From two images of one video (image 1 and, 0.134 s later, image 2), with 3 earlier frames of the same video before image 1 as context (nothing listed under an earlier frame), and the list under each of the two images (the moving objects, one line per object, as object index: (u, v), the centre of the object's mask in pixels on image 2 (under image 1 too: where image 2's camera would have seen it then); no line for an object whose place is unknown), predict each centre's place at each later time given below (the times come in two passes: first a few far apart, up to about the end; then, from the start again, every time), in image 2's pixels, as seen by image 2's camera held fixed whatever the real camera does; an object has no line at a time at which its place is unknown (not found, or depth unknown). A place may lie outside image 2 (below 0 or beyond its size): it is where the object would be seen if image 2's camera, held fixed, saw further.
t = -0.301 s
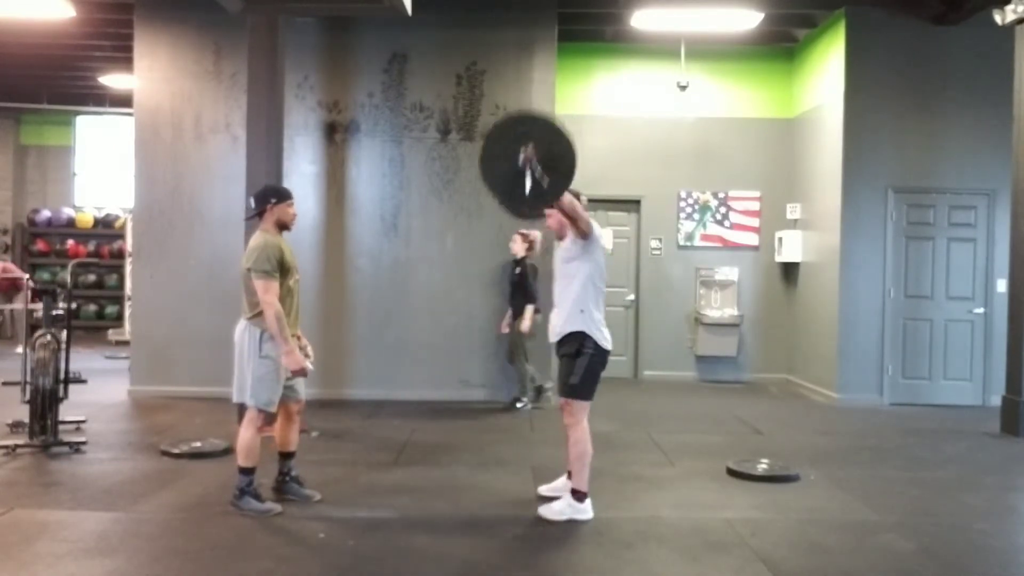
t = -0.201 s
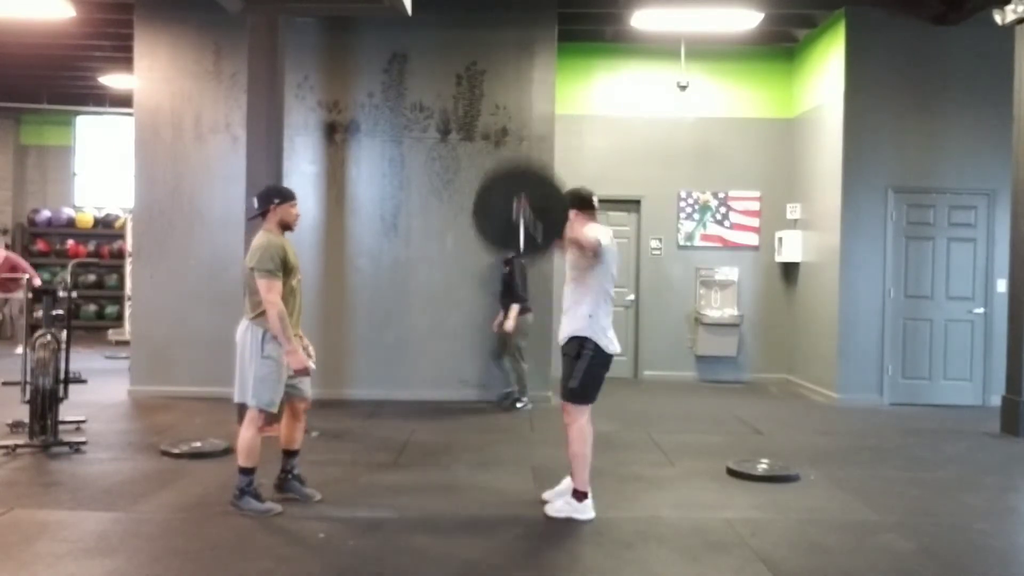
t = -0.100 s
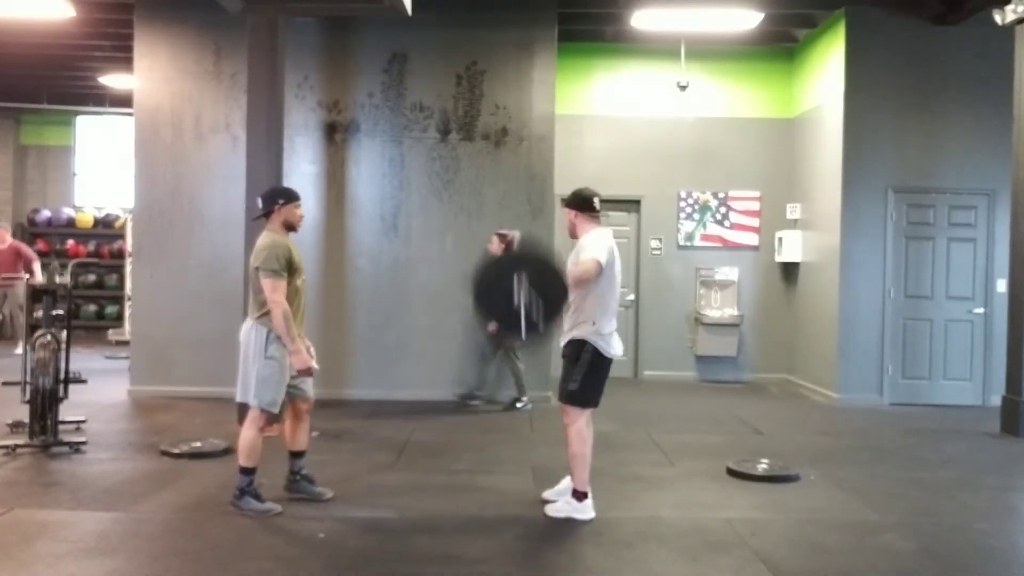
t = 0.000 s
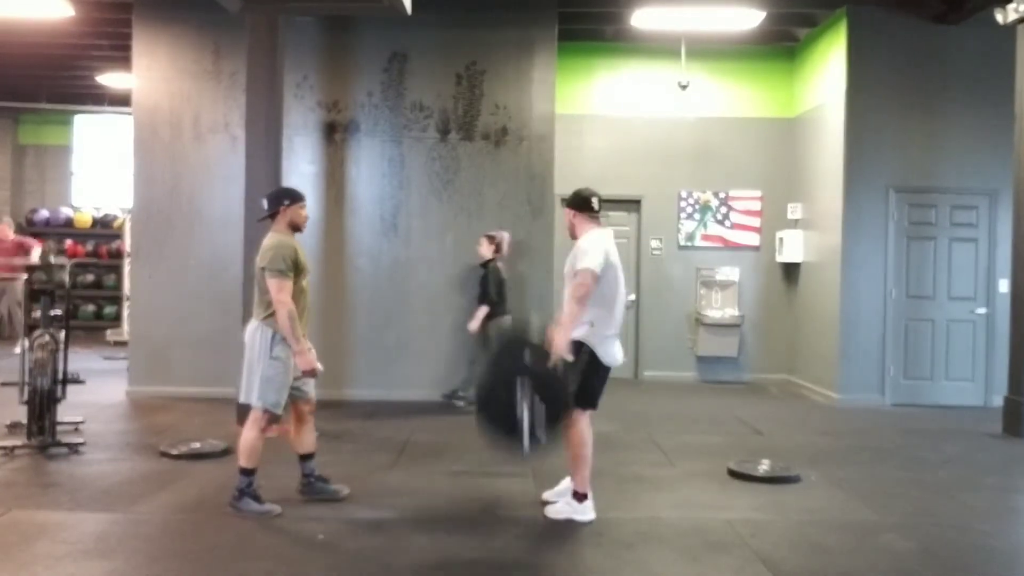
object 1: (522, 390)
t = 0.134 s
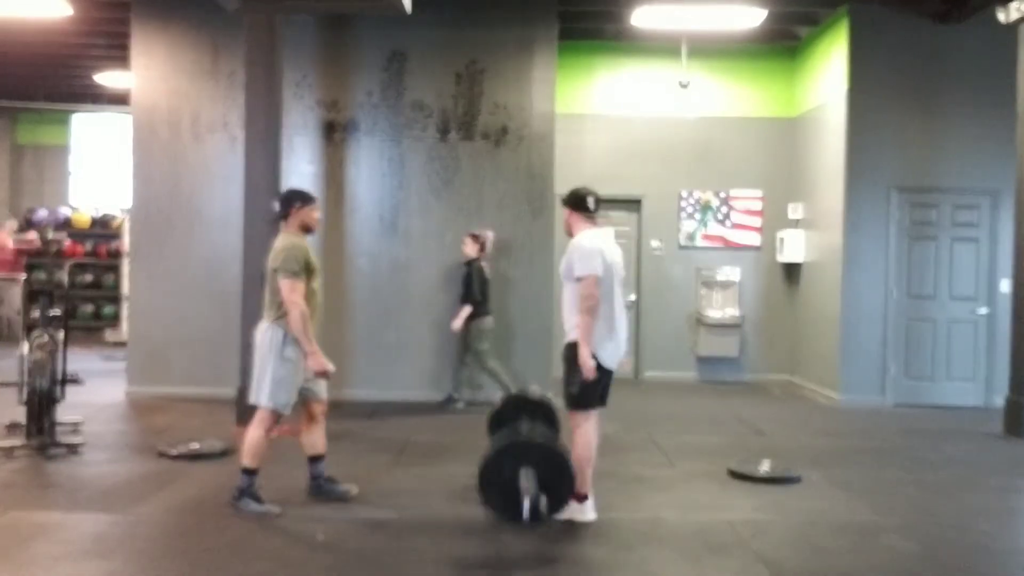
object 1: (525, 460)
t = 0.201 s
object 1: (527, 433)
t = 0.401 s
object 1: (530, 404)
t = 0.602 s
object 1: (531, 449)
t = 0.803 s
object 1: (531, 472)
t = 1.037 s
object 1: (532, 488)
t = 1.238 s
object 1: (532, 491)
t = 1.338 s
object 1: (531, 491)
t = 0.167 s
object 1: (526, 445)
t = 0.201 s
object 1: (527, 433)
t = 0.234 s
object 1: (527, 424)
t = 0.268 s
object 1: (528, 415)
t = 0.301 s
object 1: (529, 410)
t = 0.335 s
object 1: (529, 406)
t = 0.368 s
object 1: (530, 404)
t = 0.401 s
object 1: (530, 404)
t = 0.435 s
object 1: (530, 407)
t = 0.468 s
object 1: (531, 411)
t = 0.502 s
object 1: (531, 417)
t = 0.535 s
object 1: (531, 425)
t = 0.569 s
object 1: (531, 436)
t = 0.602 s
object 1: (531, 449)
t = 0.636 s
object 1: (530, 464)
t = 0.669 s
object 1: (530, 480)
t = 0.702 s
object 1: (530, 486)
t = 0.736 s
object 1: (531, 479)
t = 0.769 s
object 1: (531, 474)
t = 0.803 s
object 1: (531, 472)
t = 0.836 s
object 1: (532, 472)
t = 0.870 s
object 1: (532, 474)
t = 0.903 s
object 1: (532, 478)
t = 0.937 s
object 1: (532, 481)
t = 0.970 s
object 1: (532, 485)
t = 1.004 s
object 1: (532, 489)
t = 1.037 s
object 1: (532, 488)
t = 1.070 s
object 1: (532, 487)
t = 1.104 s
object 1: (533, 487)
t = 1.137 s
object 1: (532, 489)
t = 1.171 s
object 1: (532, 491)
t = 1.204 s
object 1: (532, 491)
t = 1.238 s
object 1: (532, 491)
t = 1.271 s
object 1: (532, 491)
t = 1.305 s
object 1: (531, 491)
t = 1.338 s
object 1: (531, 491)
